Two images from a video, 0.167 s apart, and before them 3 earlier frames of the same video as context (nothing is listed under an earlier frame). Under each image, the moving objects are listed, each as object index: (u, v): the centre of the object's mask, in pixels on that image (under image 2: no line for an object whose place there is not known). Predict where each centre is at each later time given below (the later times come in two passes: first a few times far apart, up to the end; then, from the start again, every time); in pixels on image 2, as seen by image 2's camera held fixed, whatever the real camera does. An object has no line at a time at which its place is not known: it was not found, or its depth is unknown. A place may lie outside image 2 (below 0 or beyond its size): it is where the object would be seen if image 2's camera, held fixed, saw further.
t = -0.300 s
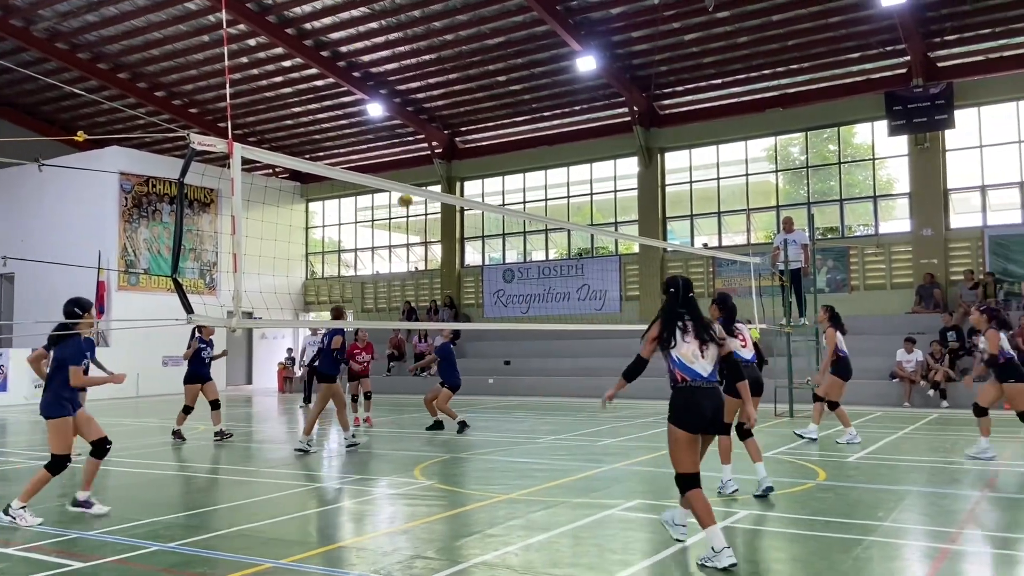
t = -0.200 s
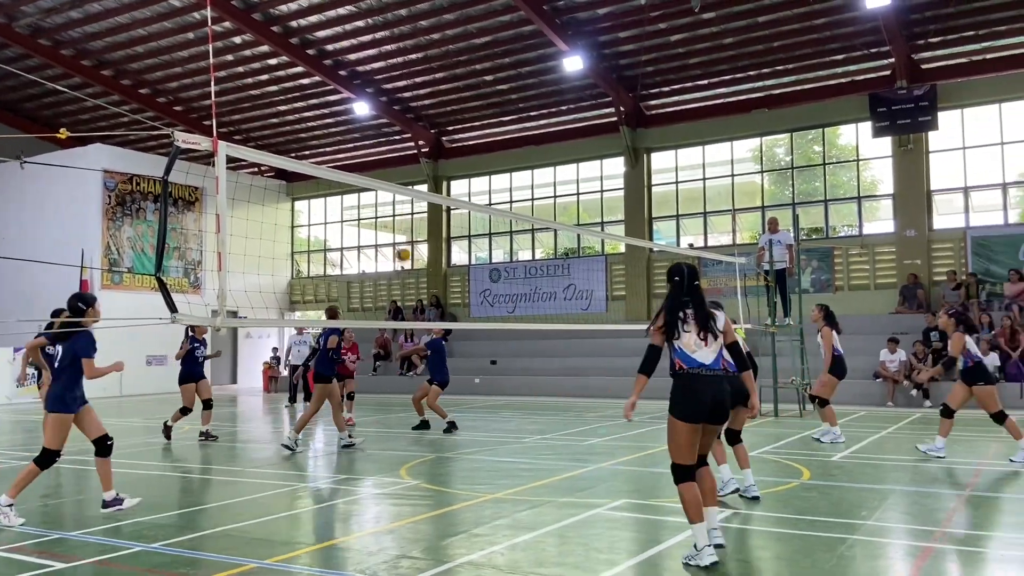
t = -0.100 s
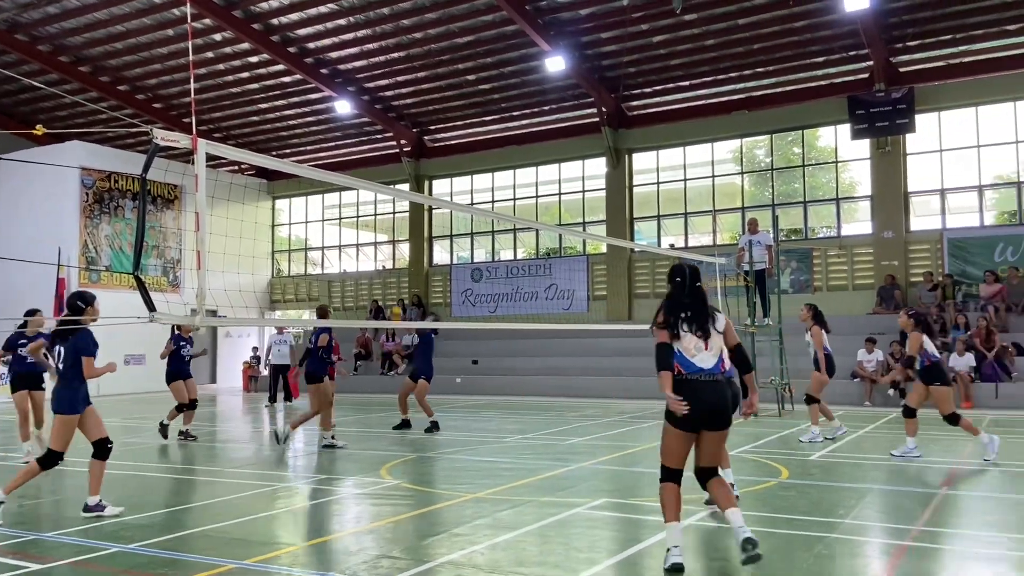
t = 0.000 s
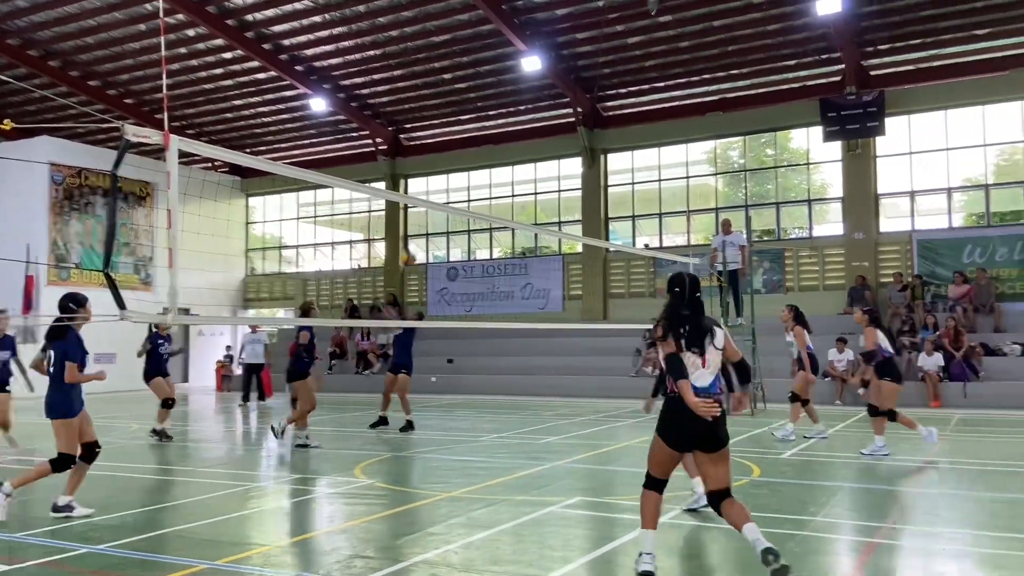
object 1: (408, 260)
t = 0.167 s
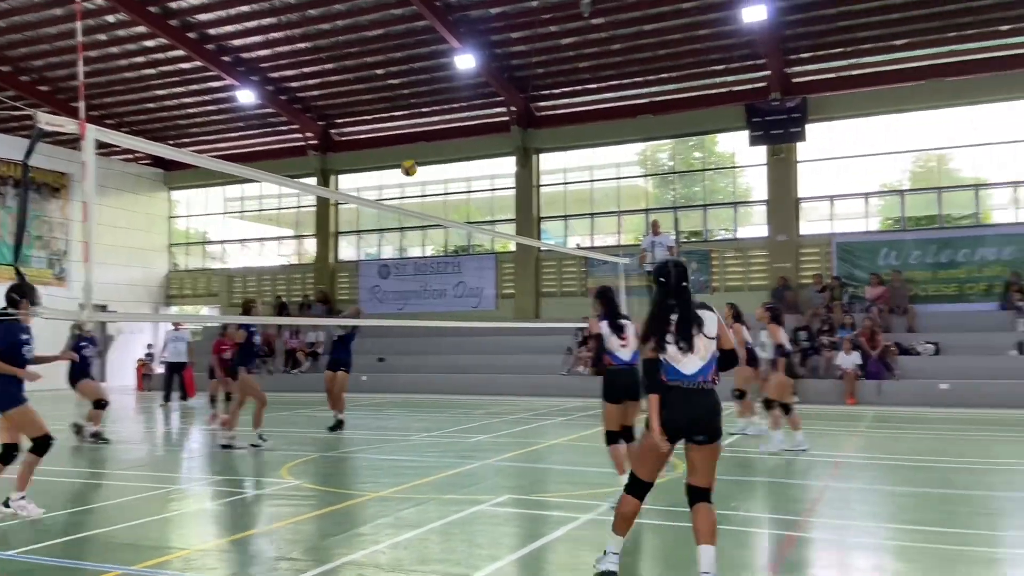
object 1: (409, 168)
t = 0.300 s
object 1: (466, 113)
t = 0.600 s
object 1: (603, 39)
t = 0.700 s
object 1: (650, 30)
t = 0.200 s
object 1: (423, 154)
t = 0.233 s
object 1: (437, 139)
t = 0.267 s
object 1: (451, 128)
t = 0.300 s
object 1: (466, 113)
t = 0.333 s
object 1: (479, 101)
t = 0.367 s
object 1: (495, 91)
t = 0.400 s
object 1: (510, 81)
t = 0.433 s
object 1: (526, 72)
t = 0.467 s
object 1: (541, 63)
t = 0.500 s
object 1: (556, 56)
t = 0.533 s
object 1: (572, 50)
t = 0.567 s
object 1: (587, 44)
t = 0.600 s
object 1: (603, 39)
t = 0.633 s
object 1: (618, 36)
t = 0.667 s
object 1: (634, 33)
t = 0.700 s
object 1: (650, 30)
